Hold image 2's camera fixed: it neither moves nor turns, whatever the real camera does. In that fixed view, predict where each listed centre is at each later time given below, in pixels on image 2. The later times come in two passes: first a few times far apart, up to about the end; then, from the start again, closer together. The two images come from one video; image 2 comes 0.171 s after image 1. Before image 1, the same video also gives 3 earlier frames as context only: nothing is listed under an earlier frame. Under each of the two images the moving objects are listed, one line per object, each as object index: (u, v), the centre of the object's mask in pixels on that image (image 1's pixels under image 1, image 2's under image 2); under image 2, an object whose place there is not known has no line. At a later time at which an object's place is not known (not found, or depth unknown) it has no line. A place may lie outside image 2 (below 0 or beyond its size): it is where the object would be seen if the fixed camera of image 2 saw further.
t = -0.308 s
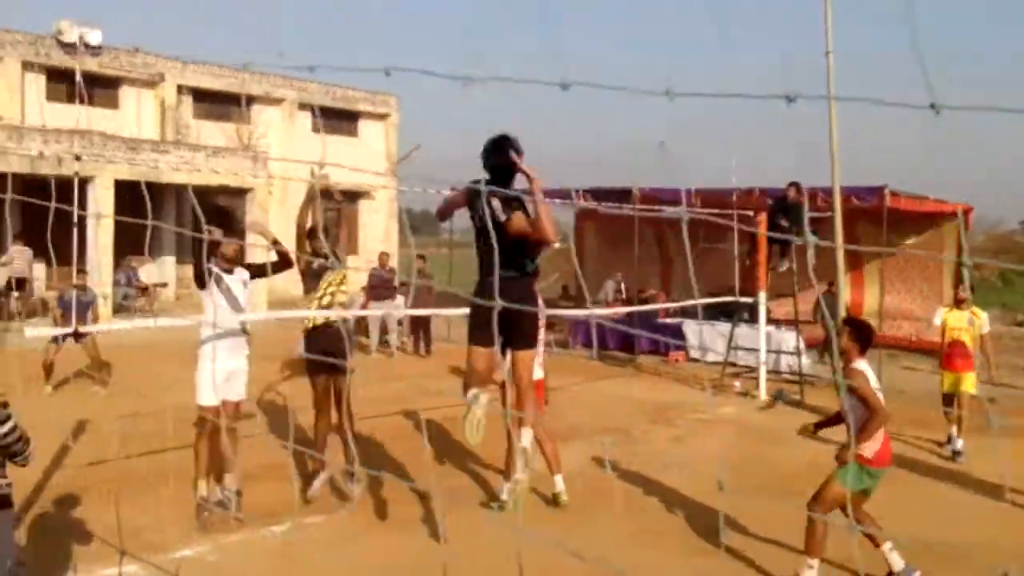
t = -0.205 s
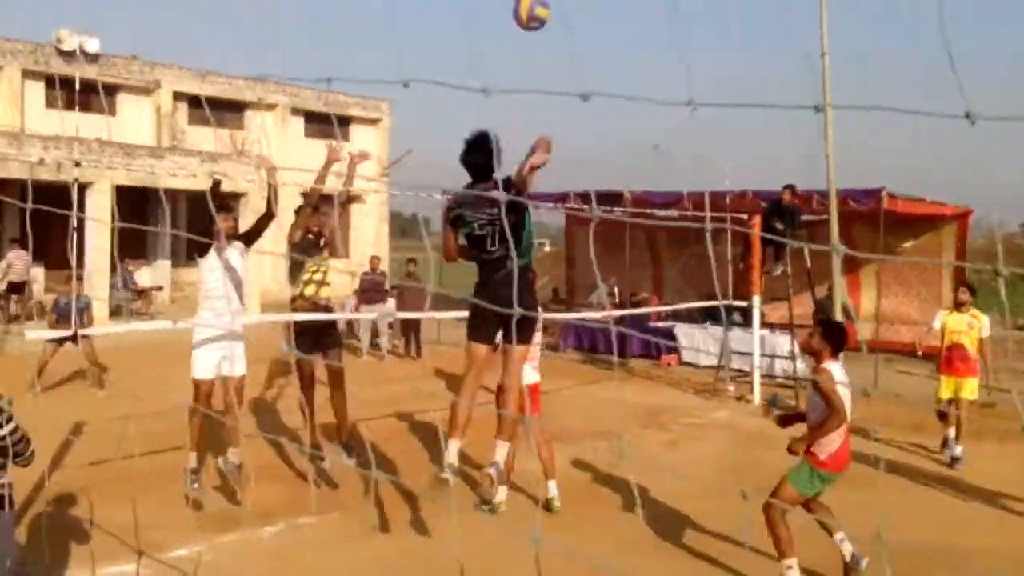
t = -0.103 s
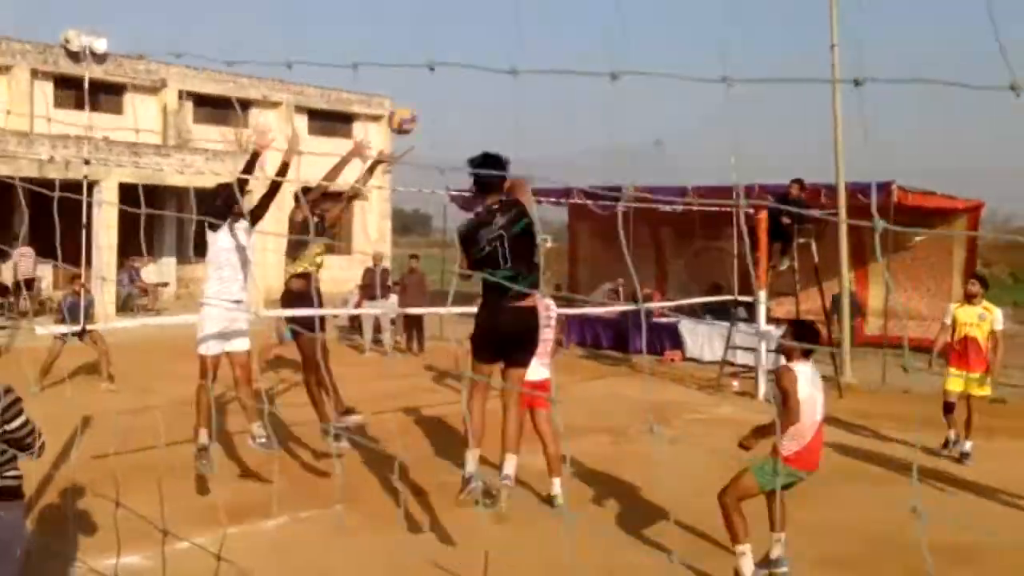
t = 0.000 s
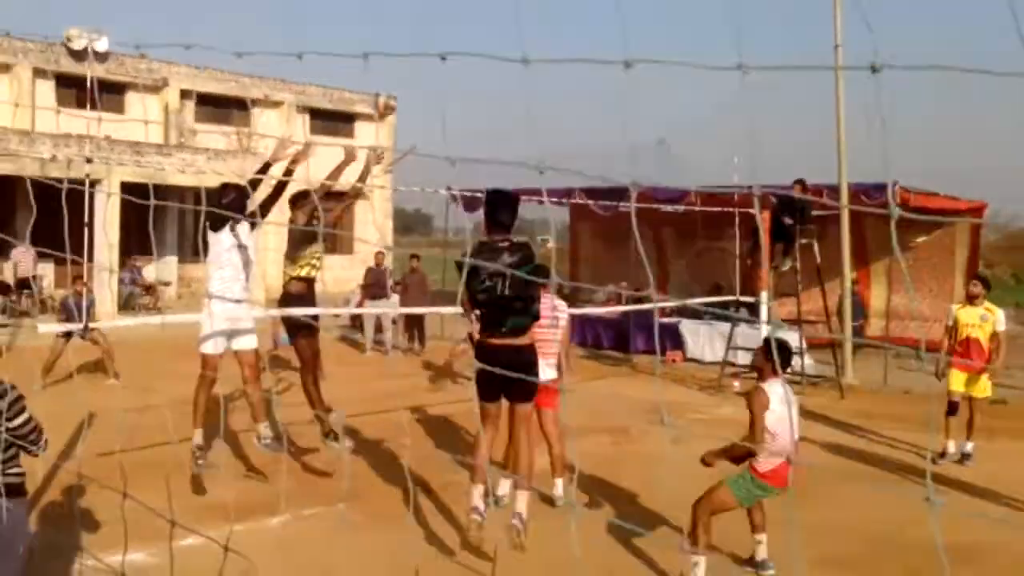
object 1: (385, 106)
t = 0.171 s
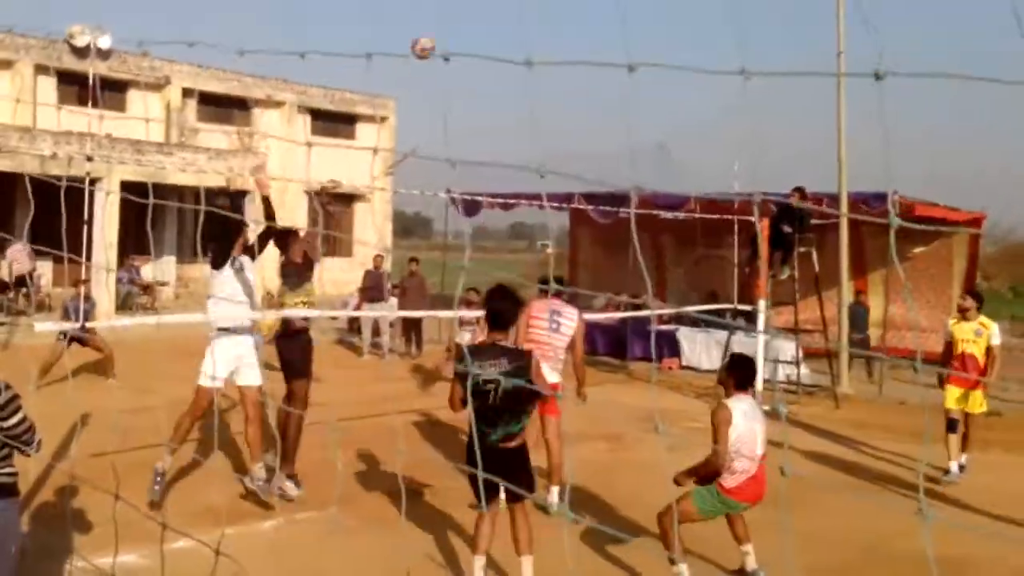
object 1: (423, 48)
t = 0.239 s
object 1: (435, 37)
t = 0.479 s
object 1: (467, 41)
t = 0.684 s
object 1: (488, 83)
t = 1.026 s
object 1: (520, 207)
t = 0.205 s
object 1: (430, 42)
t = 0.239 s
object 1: (435, 37)
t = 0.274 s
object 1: (440, 34)
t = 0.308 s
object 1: (446, 33)
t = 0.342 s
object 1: (450, 33)
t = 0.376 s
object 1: (455, 35)
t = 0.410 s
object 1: (459, 36)
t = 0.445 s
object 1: (464, 39)
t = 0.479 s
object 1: (467, 41)
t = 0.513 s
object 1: (471, 47)
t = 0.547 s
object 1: (475, 53)
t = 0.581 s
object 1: (478, 59)
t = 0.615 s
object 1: (481, 67)
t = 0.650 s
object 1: (485, 75)
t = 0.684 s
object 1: (488, 83)
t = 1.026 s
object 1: (520, 207)
